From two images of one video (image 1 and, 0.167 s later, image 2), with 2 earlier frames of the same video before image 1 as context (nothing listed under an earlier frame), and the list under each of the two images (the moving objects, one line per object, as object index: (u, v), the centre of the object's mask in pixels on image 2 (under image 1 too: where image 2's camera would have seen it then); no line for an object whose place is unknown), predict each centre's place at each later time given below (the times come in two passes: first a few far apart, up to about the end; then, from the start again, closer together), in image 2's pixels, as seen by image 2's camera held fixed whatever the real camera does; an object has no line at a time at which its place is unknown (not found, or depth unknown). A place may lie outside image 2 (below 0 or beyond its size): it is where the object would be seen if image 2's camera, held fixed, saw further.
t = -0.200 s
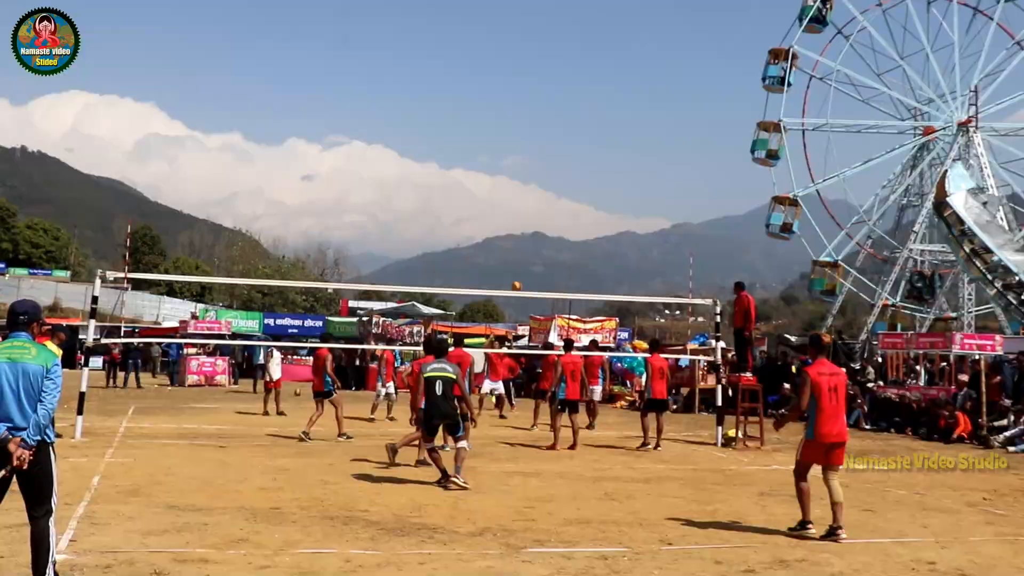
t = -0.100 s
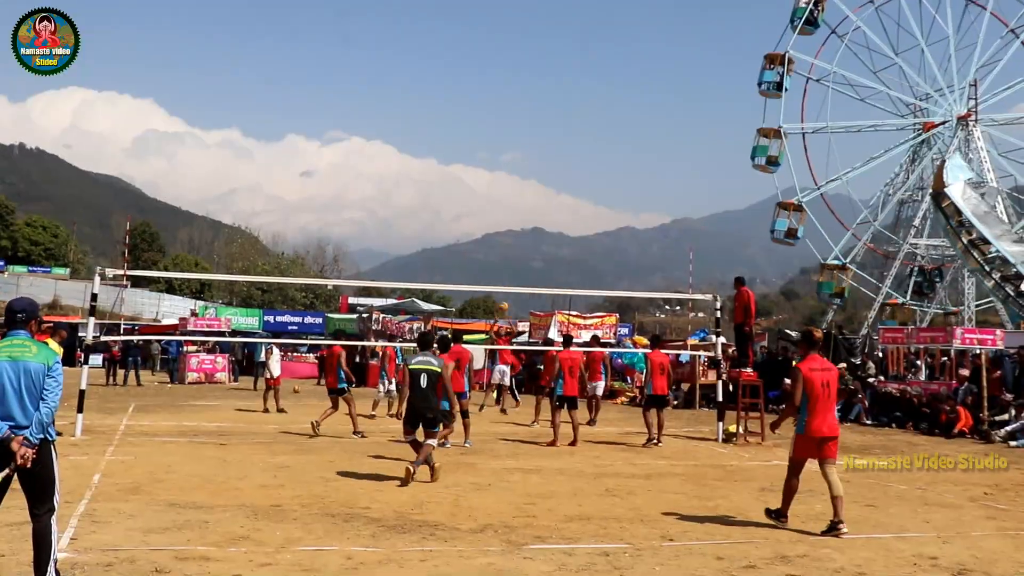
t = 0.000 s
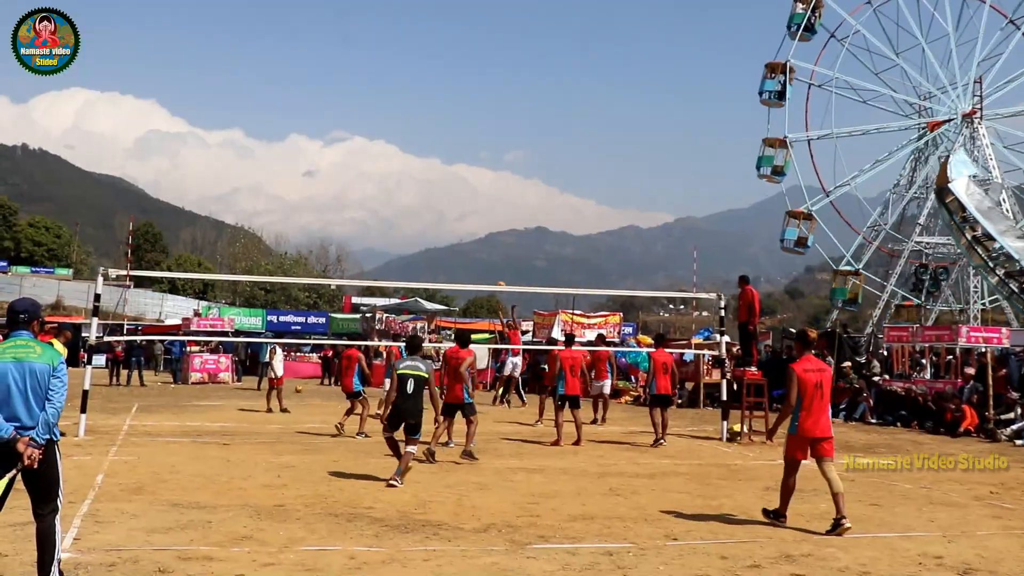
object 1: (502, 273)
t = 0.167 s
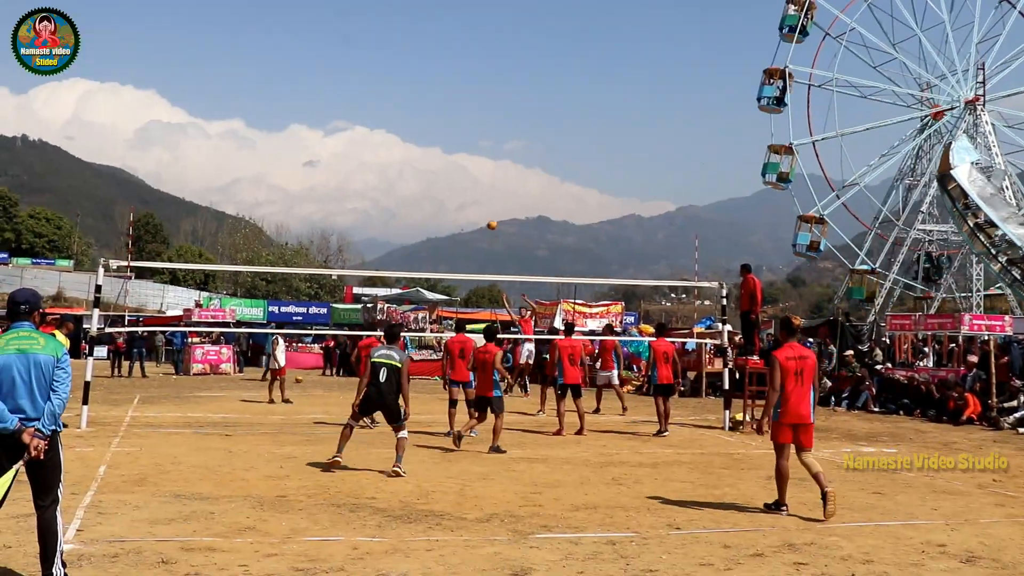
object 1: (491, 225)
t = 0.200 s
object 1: (489, 214)
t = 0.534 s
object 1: (470, 153)
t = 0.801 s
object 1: (452, 136)
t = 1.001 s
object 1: (439, 148)
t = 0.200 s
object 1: (489, 214)
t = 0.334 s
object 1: (482, 186)
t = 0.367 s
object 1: (480, 178)
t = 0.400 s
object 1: (478, 171)
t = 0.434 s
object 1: (476, 167)
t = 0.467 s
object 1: (473, 161)
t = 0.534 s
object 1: (470, 153)
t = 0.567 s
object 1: (467, 148)
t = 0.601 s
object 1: (465, 145)
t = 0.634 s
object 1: (464, 144)
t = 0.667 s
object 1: (461, 141)
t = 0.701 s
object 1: (459, 138)
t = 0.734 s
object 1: (457, 136)
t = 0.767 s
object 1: (454, 136)
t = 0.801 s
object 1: (452, 136)
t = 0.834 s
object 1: (450, 137)
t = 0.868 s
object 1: (447, 139)
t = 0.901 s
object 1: (445, 140)
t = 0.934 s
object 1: (444, 141)
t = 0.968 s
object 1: (441, 144)
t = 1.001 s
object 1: (439, 148)
